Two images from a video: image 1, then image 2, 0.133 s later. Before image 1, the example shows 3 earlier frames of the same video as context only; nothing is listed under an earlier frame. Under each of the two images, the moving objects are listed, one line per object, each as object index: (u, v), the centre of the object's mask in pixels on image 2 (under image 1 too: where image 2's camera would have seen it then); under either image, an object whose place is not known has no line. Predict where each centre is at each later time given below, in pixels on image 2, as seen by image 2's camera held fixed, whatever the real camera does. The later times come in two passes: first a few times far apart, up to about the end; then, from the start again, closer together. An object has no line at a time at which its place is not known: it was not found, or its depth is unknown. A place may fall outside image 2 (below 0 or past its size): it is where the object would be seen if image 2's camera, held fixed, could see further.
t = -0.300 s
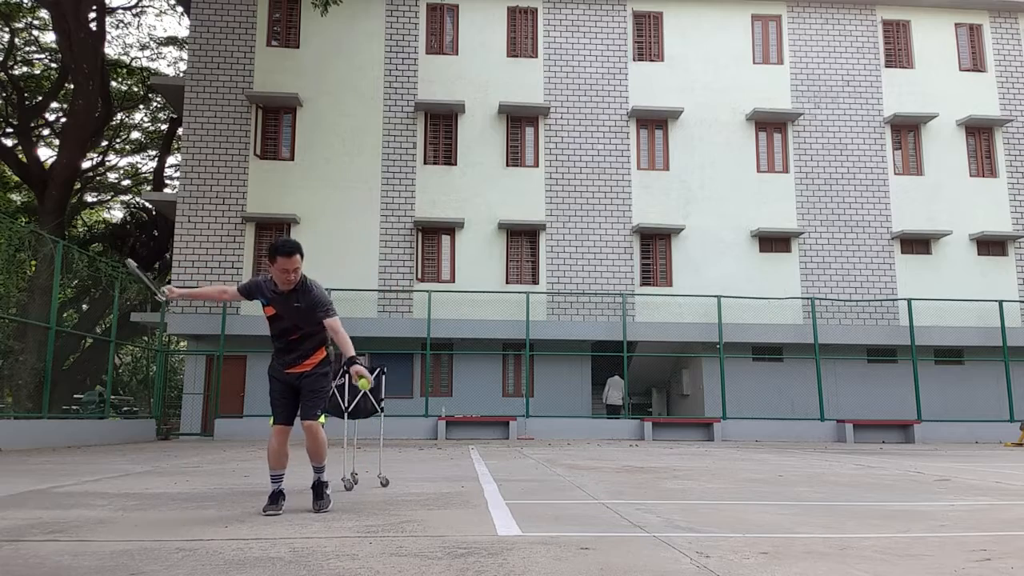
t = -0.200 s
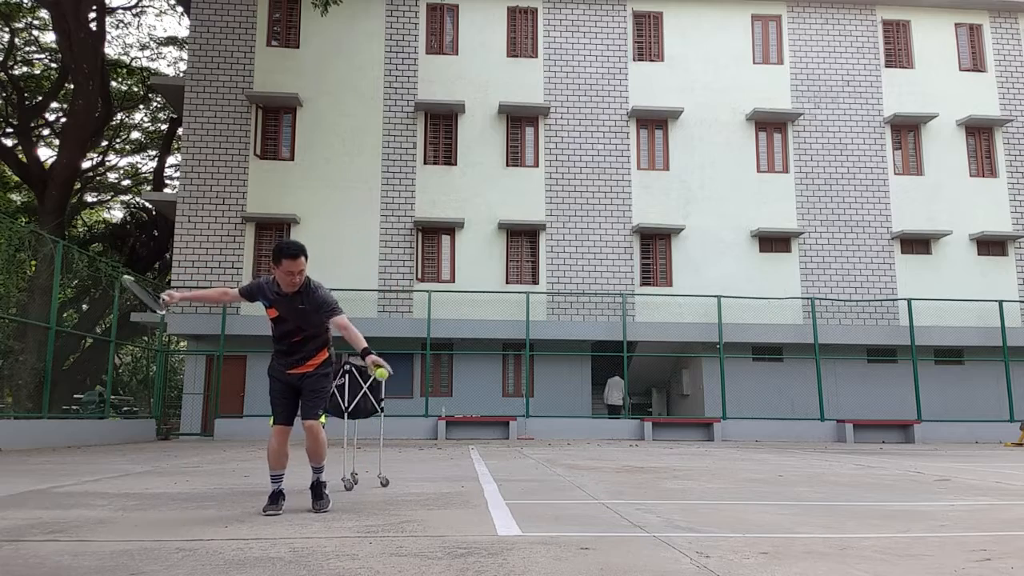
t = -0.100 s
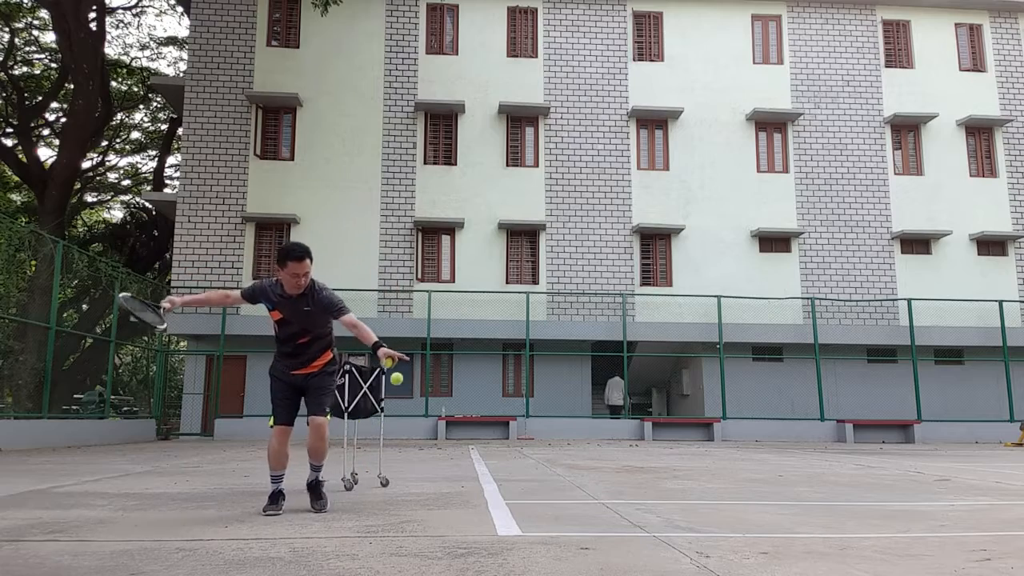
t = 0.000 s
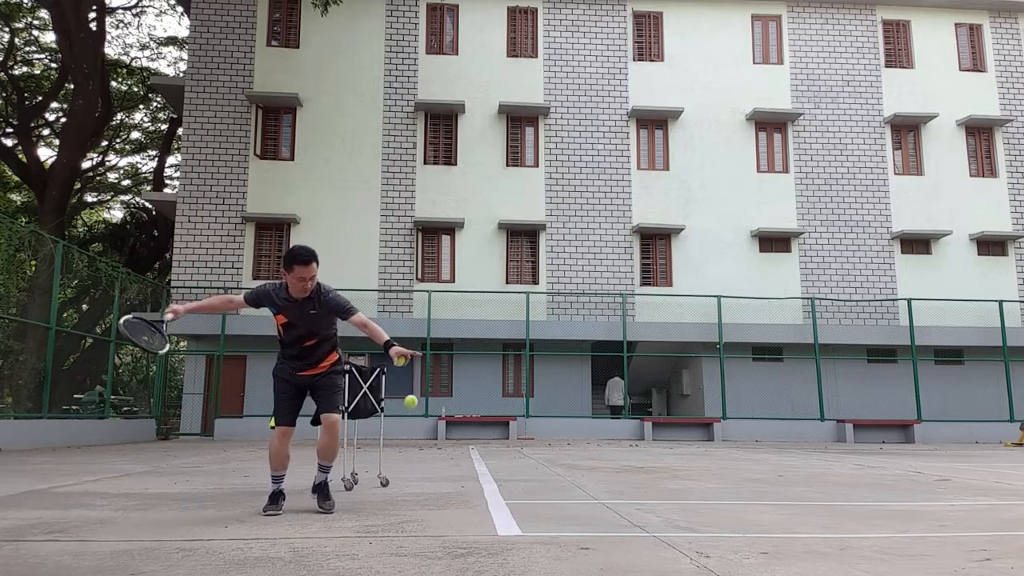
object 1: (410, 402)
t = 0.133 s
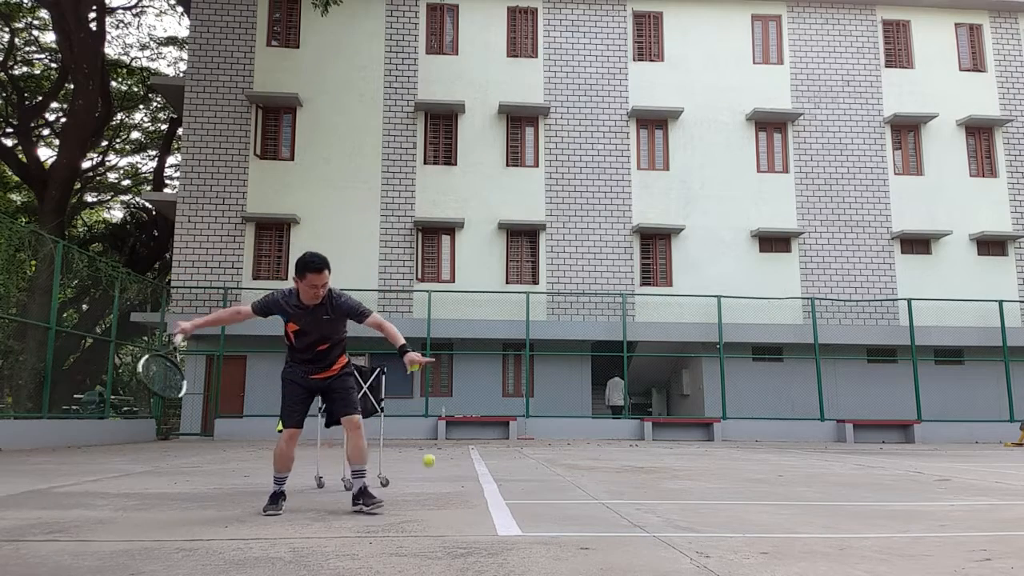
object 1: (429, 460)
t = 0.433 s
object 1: (463, 430)
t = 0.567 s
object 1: (476, 420)
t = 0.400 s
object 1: (460, 437)
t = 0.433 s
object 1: (463, 430)
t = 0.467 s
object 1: (466, 424)
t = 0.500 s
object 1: (470, 421)
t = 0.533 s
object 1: (473, 419)
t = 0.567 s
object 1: (476, 420)
